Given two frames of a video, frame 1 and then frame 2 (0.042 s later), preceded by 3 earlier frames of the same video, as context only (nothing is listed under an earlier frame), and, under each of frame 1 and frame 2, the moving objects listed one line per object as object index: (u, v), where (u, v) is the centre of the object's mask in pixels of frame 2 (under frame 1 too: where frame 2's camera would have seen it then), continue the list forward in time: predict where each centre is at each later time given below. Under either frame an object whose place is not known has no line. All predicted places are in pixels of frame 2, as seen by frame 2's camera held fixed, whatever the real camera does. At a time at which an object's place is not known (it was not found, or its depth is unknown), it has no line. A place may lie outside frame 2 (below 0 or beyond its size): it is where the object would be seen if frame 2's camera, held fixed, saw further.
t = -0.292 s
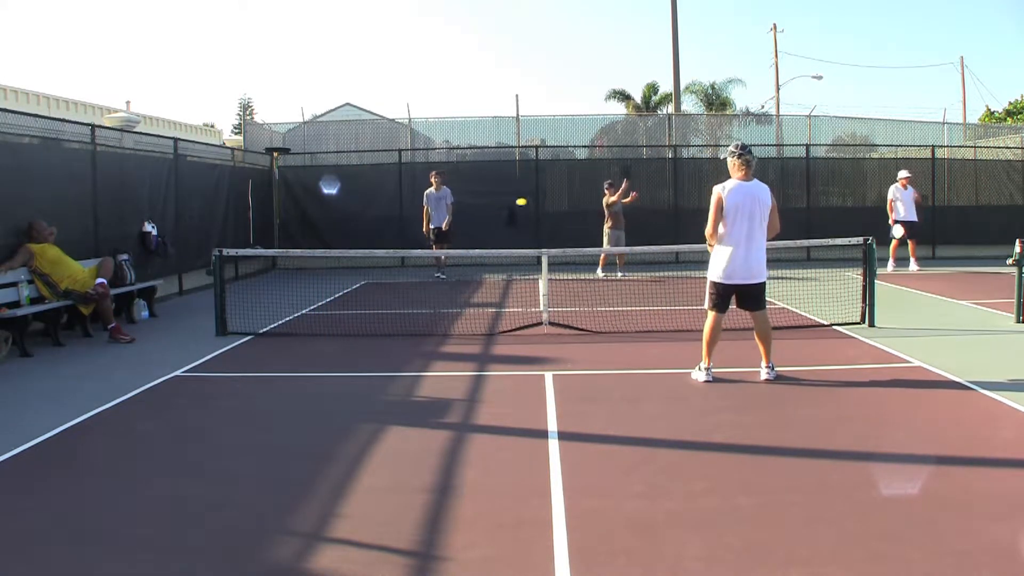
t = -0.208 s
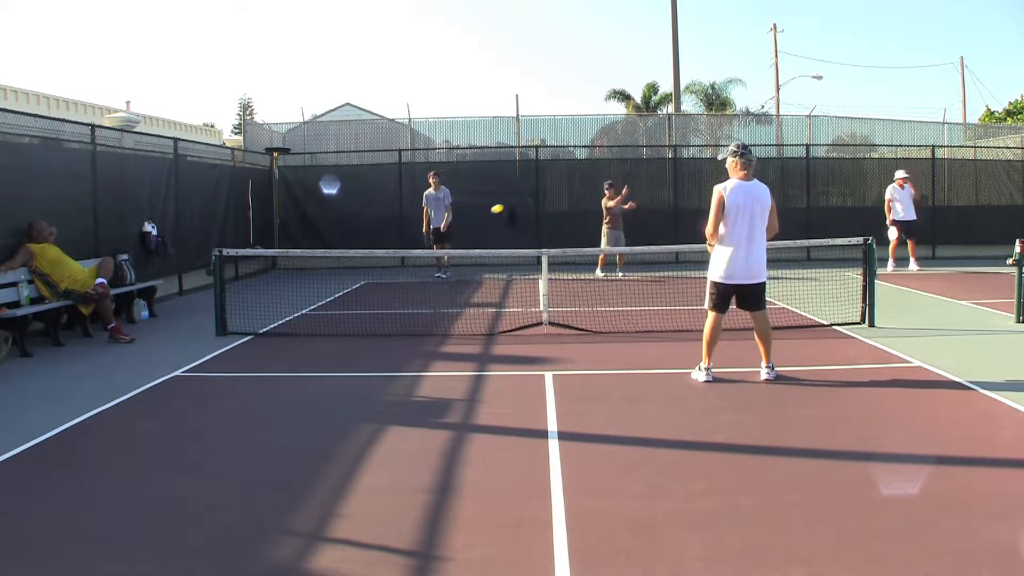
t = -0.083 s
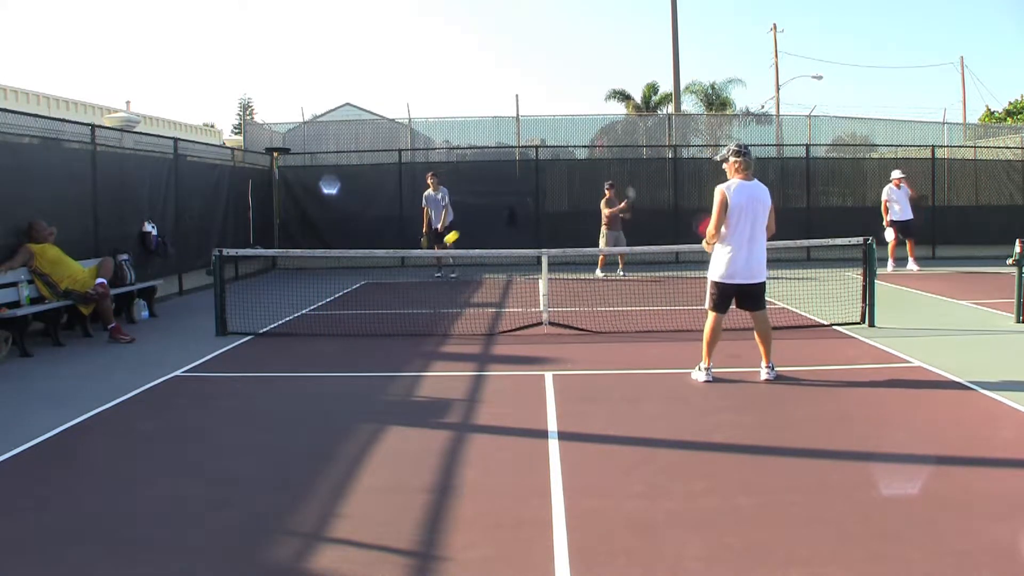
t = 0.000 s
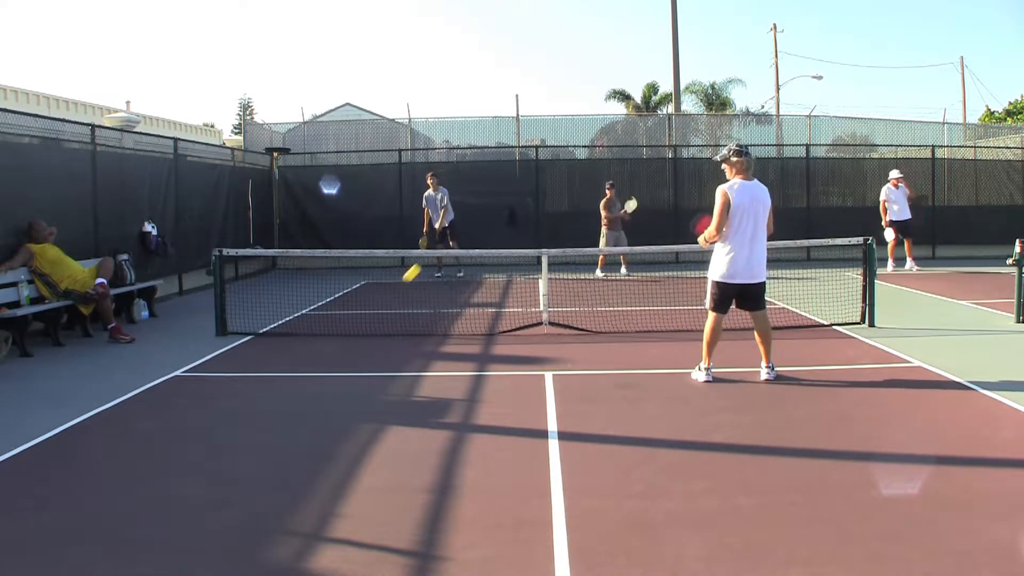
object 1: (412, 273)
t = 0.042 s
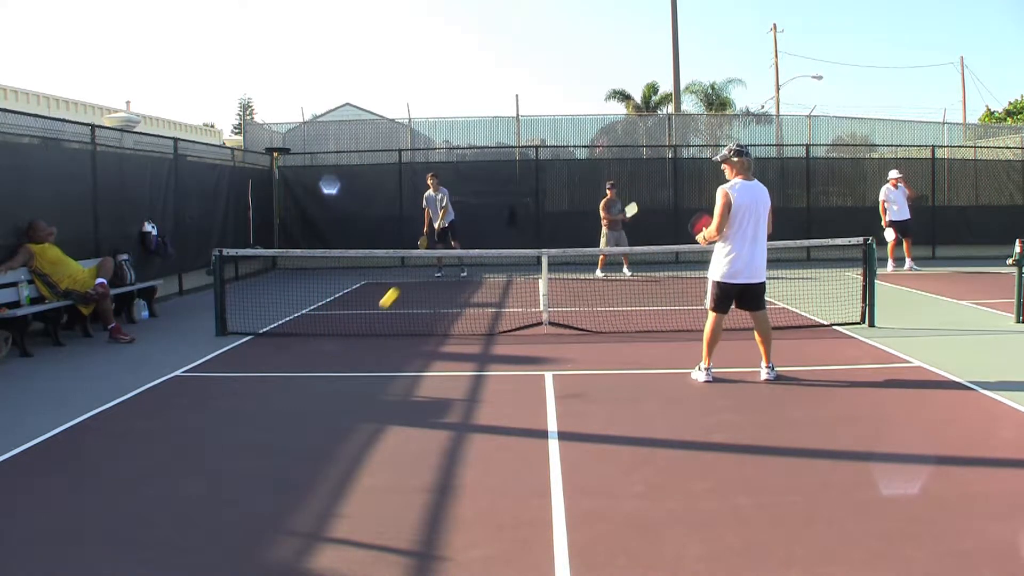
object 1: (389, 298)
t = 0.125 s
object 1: (337, 362)
